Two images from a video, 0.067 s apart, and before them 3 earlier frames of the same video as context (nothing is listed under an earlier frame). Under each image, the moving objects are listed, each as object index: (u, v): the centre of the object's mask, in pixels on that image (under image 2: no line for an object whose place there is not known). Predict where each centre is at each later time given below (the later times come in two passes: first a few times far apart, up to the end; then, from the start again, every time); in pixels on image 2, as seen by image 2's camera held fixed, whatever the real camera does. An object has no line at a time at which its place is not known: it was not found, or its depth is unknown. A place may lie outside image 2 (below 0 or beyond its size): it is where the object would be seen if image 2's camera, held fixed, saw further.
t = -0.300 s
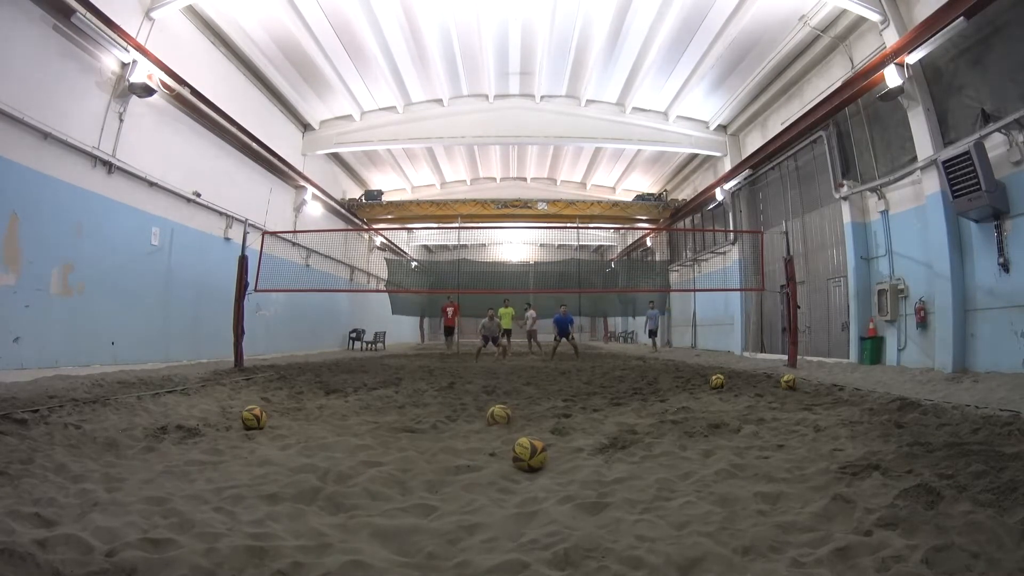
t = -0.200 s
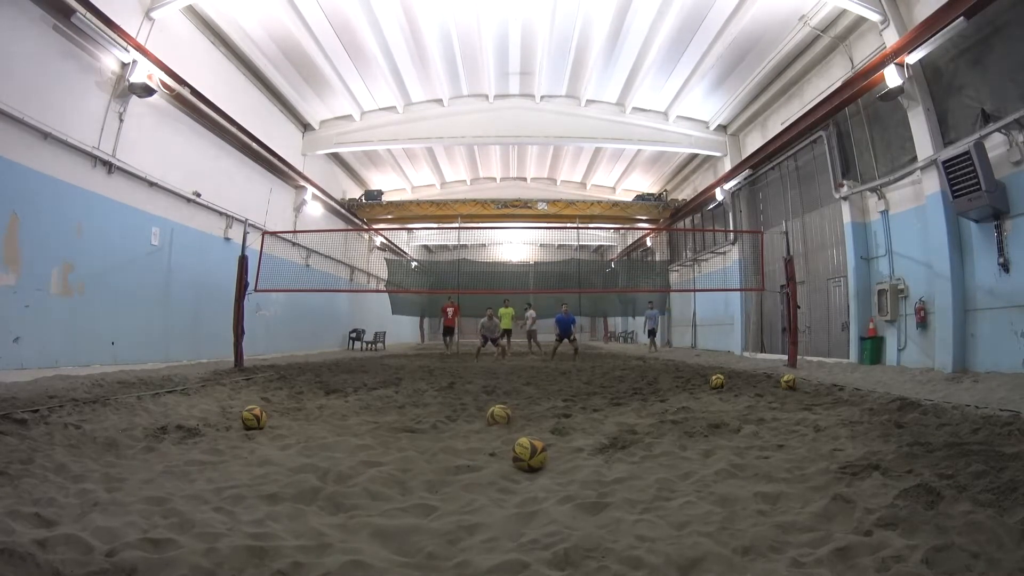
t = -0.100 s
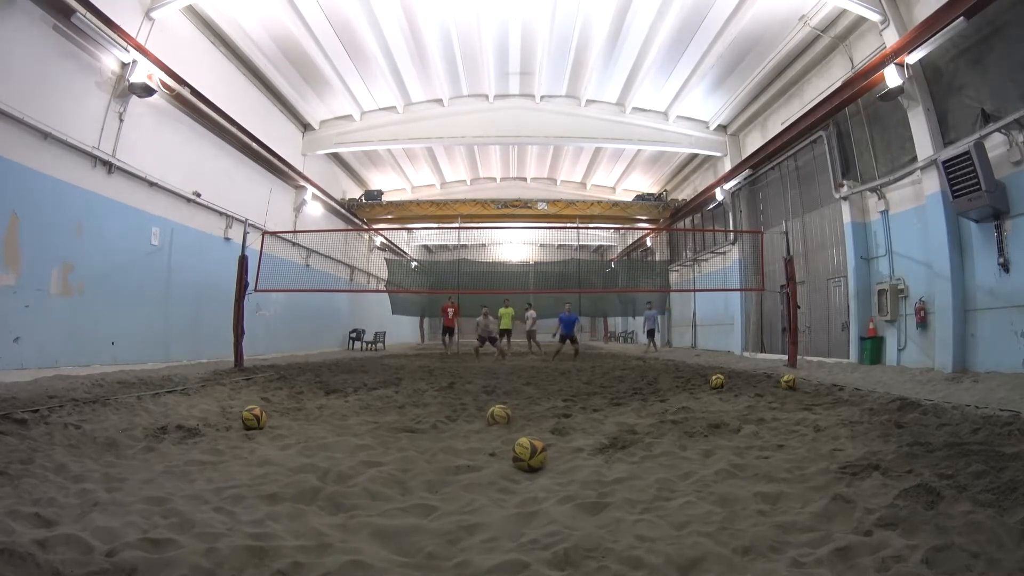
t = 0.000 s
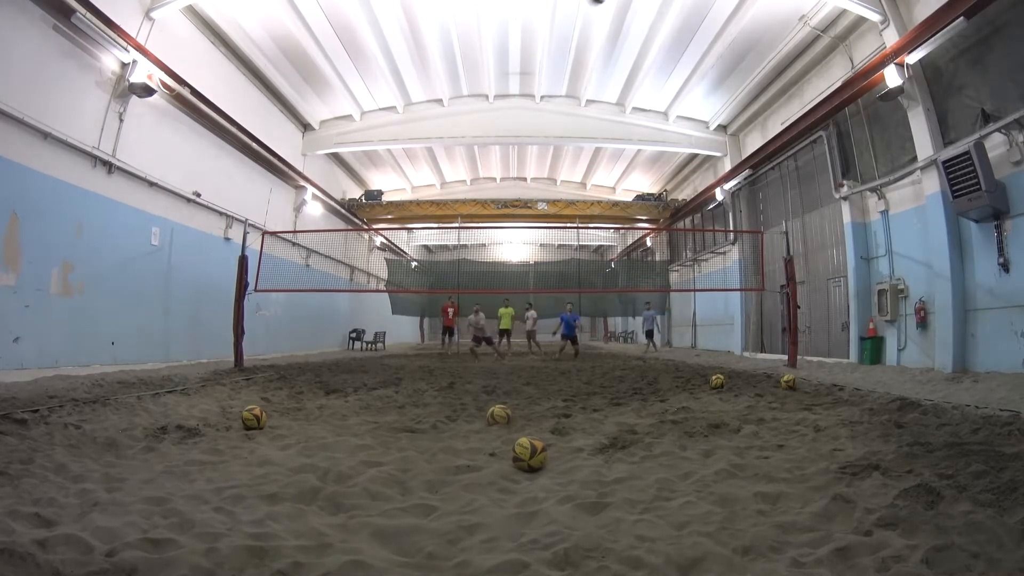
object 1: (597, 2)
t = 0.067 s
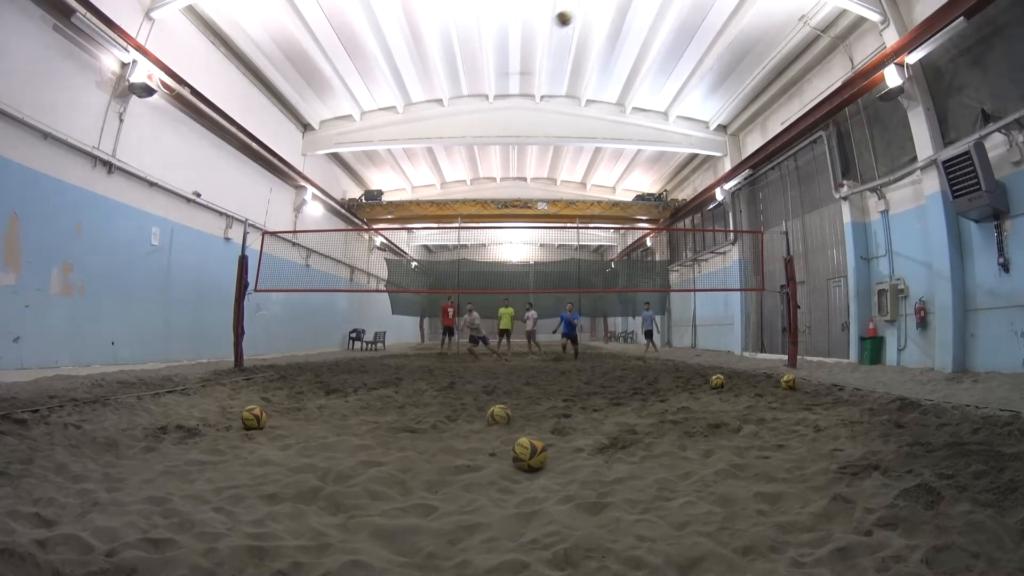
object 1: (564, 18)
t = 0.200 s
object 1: (511, 66)
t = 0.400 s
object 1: (457, 136)
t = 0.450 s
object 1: (446, 152)
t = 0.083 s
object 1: (556, 24)
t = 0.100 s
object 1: (549, 30)
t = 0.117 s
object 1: (542, 36)
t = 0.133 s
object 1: (536, 42)
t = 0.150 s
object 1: (530, 48)
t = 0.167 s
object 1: (524, 54)
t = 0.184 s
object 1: (518, 59)
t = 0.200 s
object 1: (511, 66)
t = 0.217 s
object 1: (506, 71)
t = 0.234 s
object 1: (501, 77)
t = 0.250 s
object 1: (496, 83)
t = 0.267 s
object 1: (491, 89)
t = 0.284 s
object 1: (486, 95)
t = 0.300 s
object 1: (482, 101)
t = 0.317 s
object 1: (477, 107)
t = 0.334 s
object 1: (473, 112)
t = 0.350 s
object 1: (469, 118)
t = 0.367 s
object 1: (465, 124)
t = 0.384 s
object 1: (461, 130)
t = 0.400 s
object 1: (457, 136)
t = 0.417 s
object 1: (453, 141)
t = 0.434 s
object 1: (450, 147)
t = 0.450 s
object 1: (446, 152)
